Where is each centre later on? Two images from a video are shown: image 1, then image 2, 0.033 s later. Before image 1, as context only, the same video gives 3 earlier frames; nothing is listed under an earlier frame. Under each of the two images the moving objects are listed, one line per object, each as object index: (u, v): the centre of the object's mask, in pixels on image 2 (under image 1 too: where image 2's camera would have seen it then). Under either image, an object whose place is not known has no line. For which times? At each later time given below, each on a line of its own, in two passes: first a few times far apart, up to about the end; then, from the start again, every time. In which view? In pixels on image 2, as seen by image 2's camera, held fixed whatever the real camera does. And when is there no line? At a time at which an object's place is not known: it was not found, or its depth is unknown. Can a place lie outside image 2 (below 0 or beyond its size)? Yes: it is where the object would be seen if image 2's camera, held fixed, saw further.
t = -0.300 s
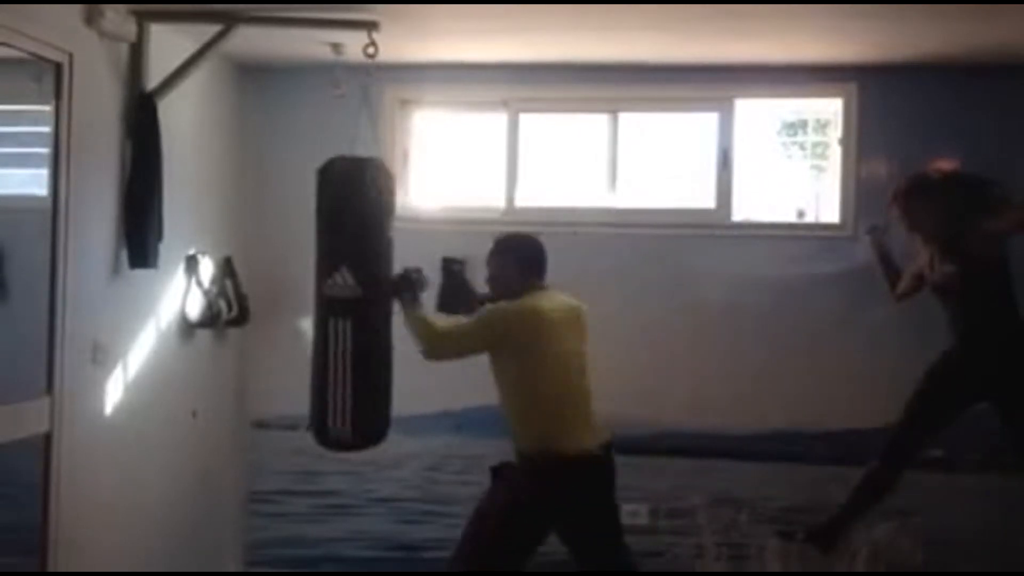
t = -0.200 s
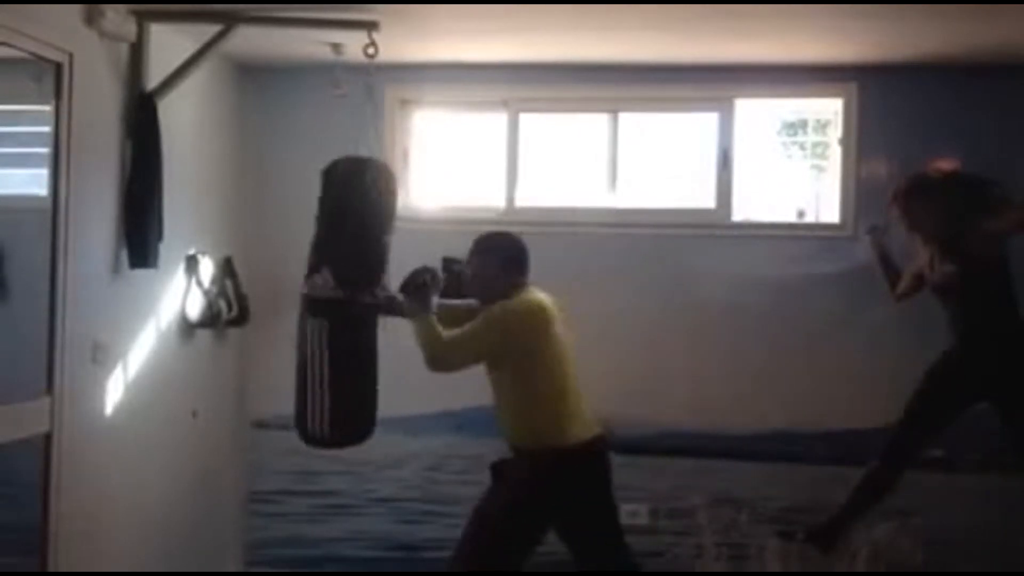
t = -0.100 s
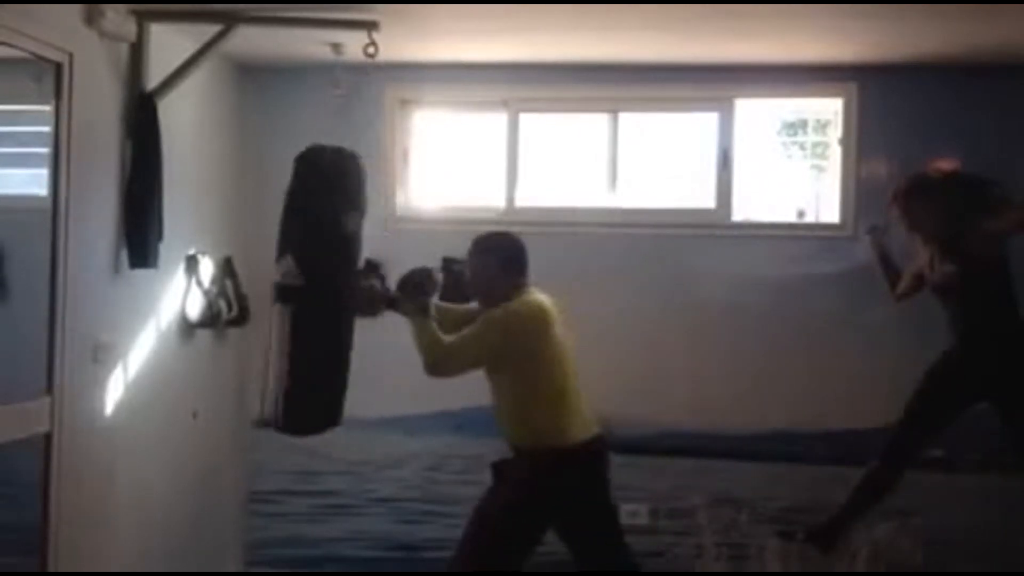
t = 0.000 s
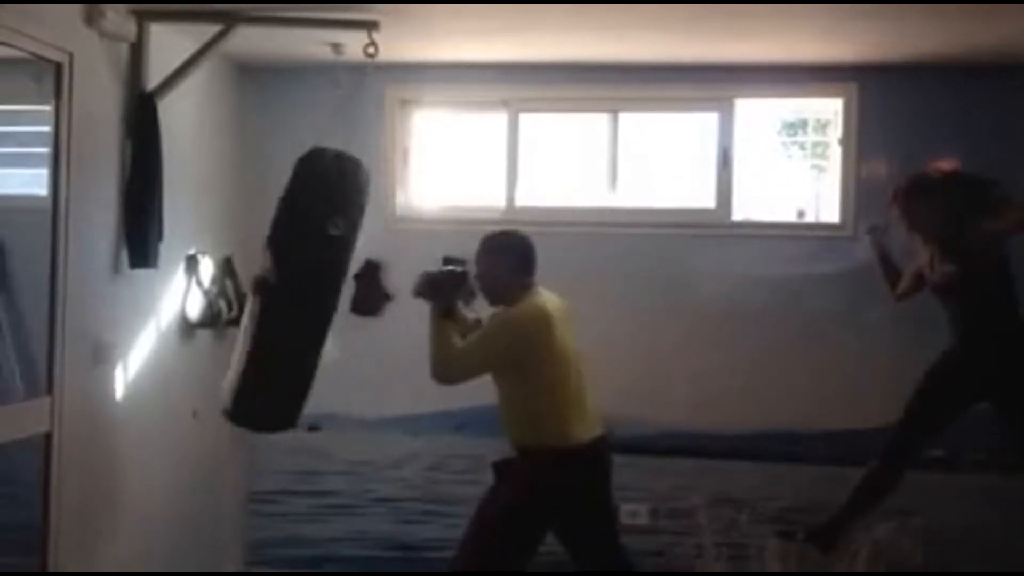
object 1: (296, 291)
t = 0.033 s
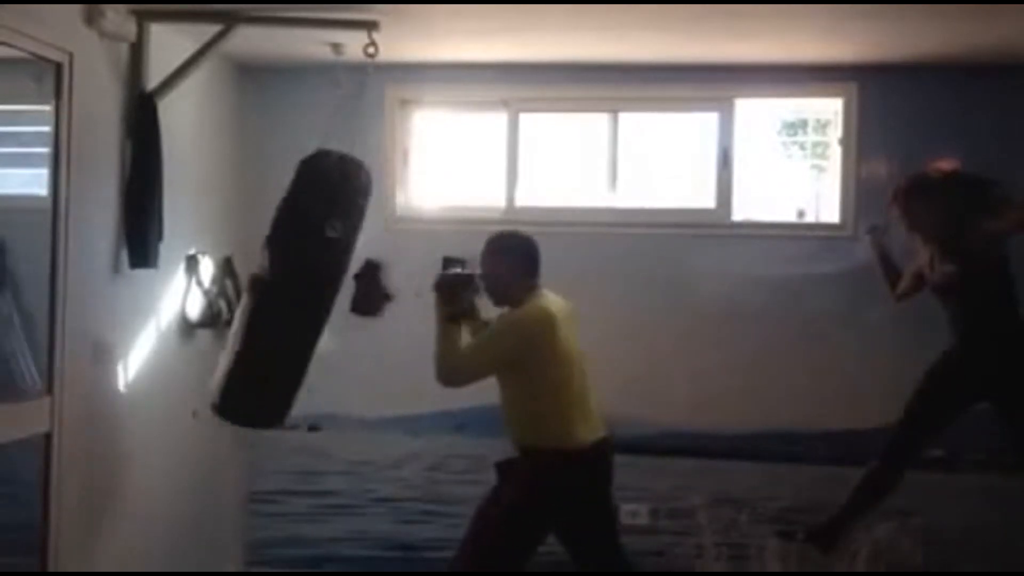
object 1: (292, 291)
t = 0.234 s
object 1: (274, 281)
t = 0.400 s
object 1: (284, 286)
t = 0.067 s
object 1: (289, 287)
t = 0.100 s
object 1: (286, 283)
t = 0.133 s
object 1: (282, 280)
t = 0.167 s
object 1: (279, 279)
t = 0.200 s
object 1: (276, 280)
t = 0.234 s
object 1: (274, 281)
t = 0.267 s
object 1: (275, 281)
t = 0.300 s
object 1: (277, 281)
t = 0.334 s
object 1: (278, 282)
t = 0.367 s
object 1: (281, 285)
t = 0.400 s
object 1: (284, 286)
